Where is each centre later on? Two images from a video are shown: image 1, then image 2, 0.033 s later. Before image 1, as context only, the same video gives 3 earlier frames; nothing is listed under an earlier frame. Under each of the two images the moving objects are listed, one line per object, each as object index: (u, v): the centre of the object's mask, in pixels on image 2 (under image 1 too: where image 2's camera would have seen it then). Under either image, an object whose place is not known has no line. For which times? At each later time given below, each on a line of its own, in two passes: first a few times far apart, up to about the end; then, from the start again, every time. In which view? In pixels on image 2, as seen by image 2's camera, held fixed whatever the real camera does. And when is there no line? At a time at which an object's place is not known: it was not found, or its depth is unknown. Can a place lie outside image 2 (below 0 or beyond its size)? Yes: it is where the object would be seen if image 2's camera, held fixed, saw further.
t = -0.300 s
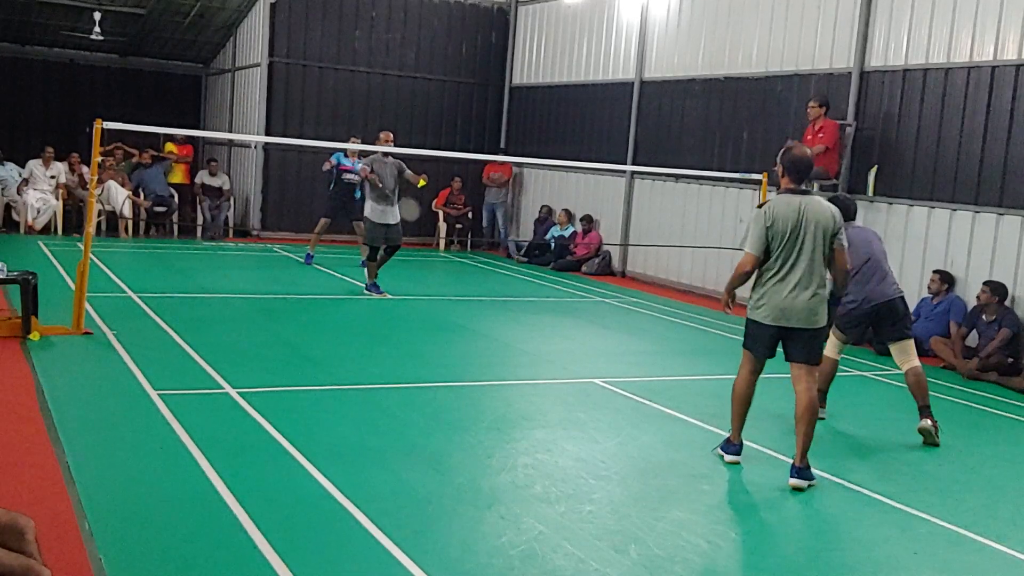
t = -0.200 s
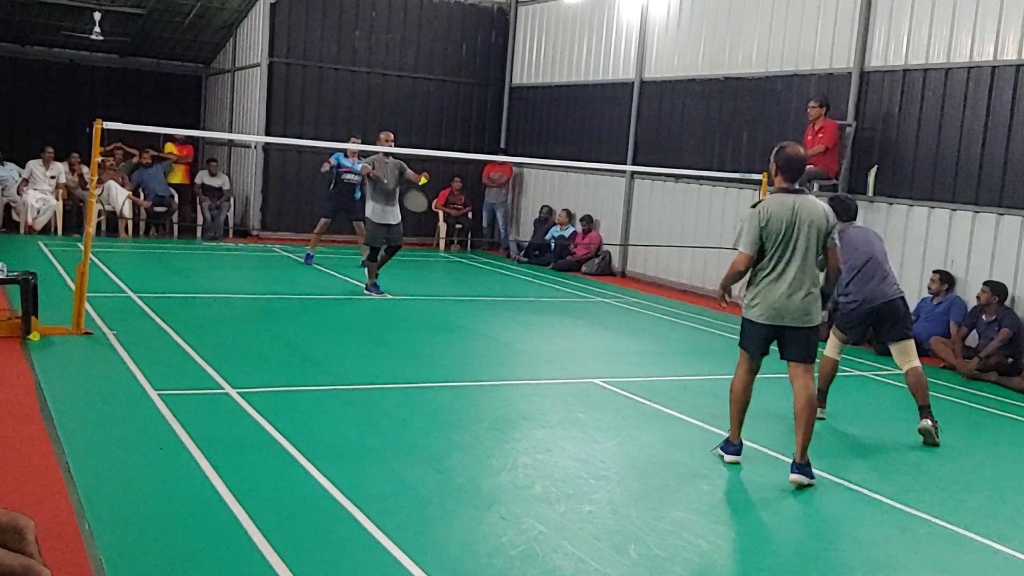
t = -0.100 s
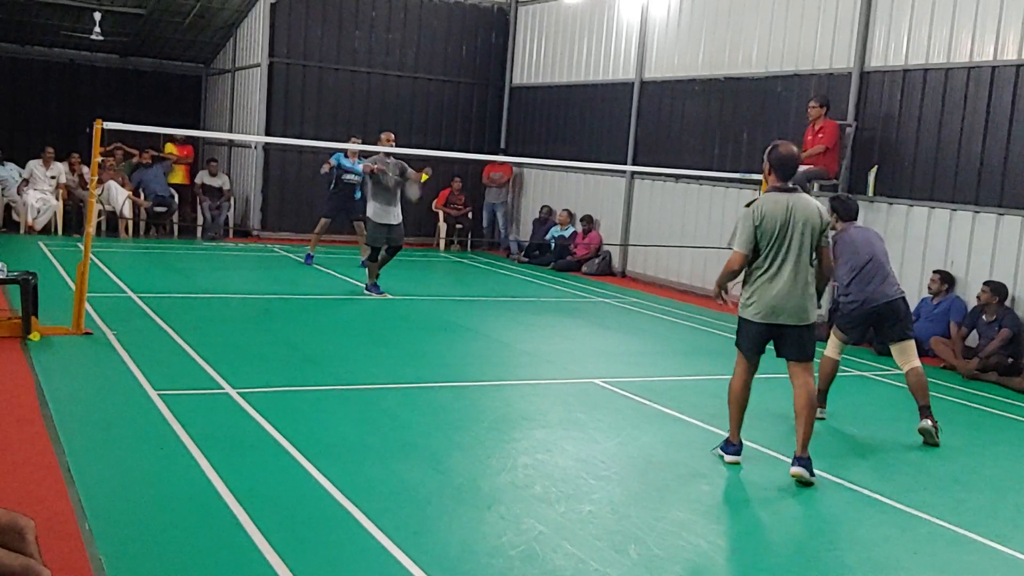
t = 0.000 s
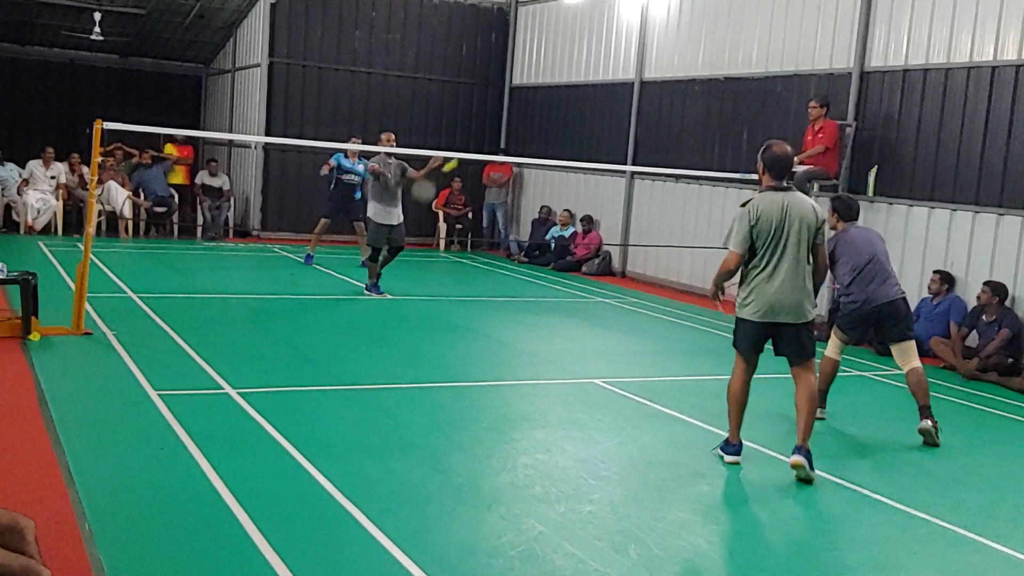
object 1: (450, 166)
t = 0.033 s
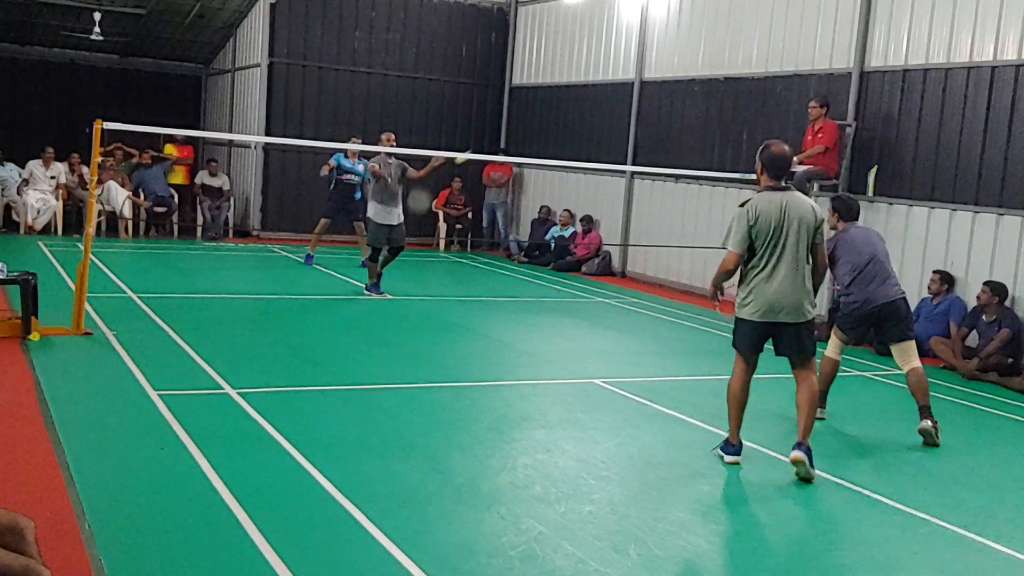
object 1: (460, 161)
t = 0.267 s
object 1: (544, 140)
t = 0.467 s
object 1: (610, 177)
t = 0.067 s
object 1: (476, 149)
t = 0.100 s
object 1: (489, 144)
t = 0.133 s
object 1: (503, 139)
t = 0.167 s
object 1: (513, 138)
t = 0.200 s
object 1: (523, 138)
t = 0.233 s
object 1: (533, 138)
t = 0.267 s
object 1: (544, 140)
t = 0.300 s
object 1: (556, 143)
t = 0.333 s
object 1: (567, 147)
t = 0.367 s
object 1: (578, 152)
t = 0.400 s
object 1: (589, 158)
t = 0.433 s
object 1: (601, 168)
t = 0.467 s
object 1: (610, 177)
